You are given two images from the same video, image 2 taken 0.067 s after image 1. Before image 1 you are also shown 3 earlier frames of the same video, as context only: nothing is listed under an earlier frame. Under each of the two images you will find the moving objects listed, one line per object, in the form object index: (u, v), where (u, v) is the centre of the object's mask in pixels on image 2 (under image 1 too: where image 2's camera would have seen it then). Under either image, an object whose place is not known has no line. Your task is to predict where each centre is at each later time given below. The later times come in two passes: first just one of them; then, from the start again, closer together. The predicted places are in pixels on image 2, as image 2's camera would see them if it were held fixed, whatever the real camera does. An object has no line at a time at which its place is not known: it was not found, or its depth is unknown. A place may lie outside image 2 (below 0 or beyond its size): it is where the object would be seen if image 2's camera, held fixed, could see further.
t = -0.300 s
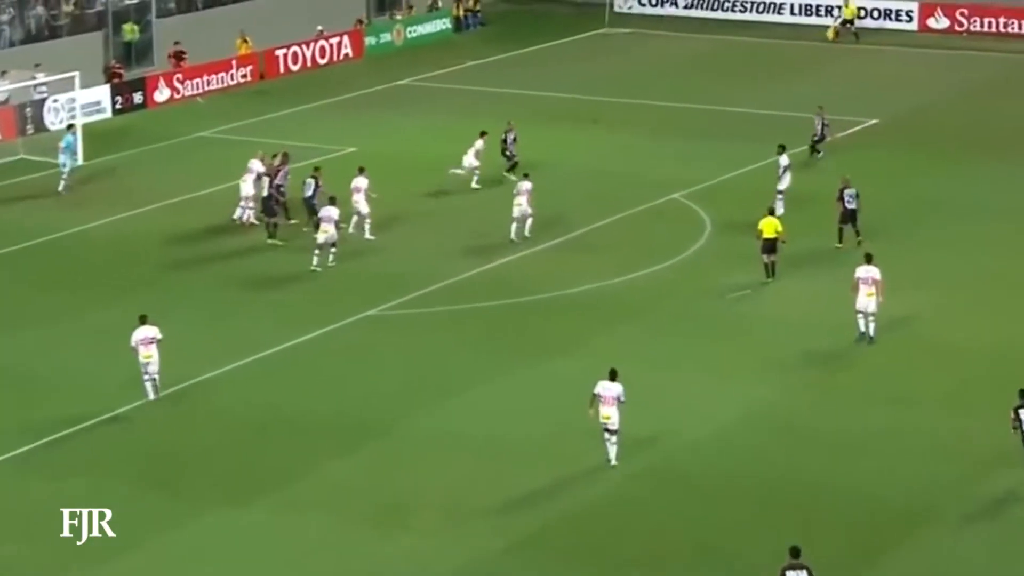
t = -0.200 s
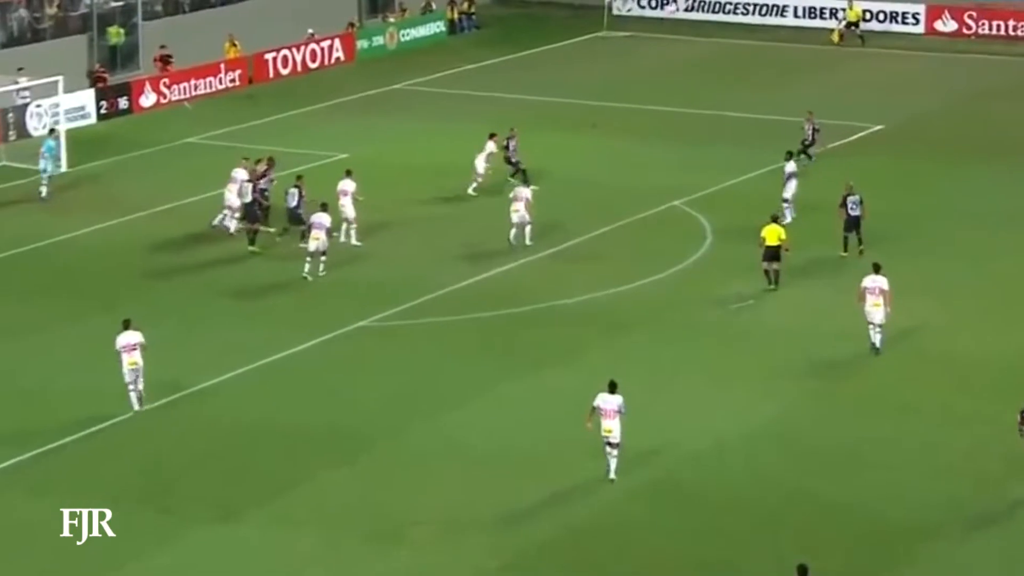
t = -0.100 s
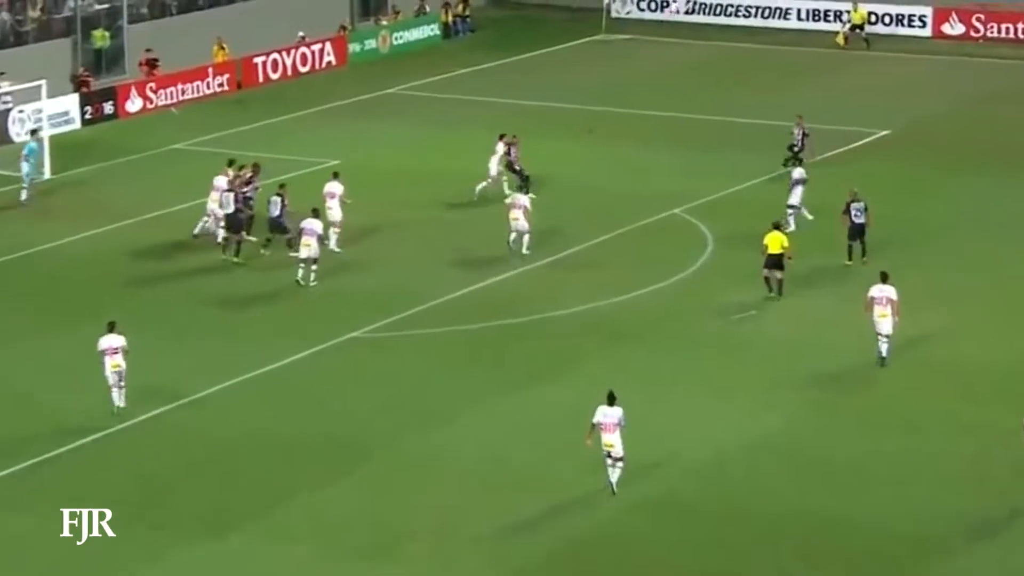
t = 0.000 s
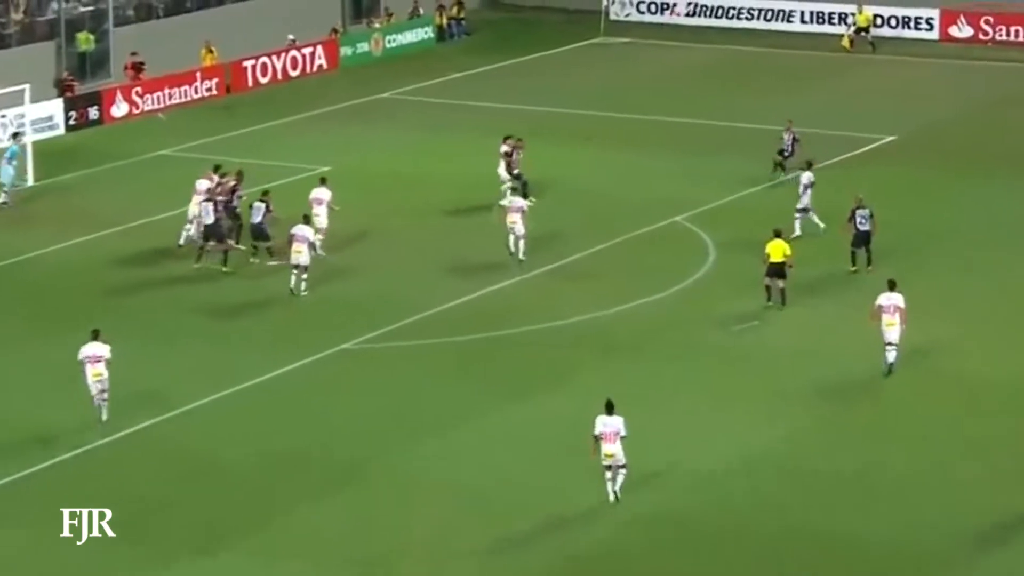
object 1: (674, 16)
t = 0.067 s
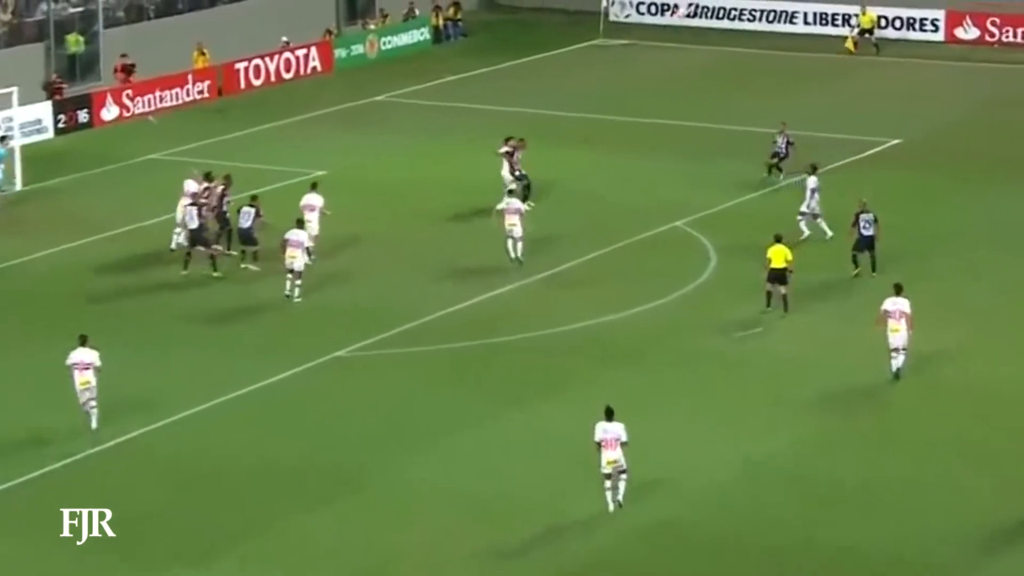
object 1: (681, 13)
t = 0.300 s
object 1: (697, 28)
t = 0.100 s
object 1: (684, 14)
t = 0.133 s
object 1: (689, 11)
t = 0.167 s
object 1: (690, 10)
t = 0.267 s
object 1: (695, 24)
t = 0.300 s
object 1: (697, 28)
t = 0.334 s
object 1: (700, 32)
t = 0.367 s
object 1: (702, 36)
